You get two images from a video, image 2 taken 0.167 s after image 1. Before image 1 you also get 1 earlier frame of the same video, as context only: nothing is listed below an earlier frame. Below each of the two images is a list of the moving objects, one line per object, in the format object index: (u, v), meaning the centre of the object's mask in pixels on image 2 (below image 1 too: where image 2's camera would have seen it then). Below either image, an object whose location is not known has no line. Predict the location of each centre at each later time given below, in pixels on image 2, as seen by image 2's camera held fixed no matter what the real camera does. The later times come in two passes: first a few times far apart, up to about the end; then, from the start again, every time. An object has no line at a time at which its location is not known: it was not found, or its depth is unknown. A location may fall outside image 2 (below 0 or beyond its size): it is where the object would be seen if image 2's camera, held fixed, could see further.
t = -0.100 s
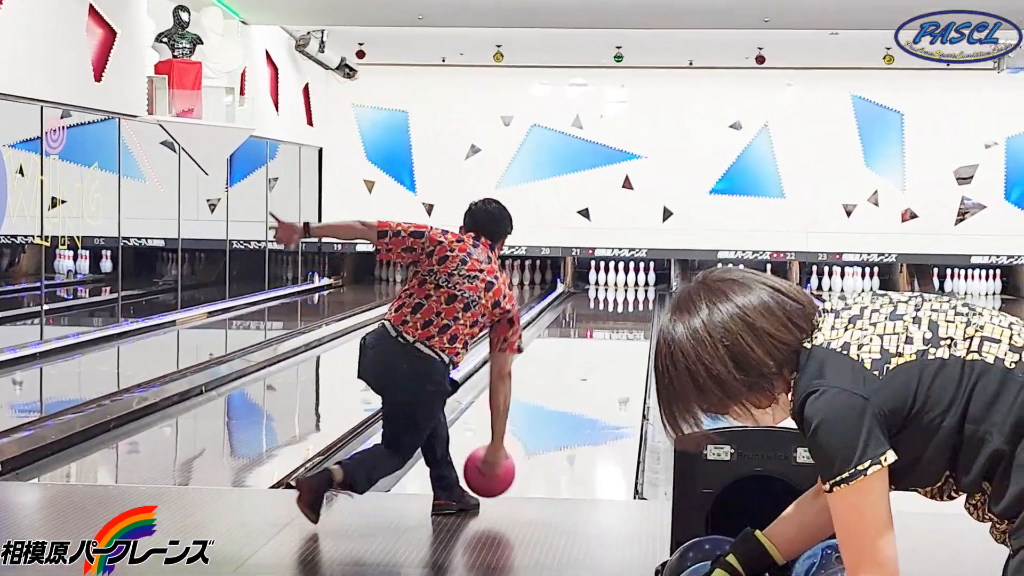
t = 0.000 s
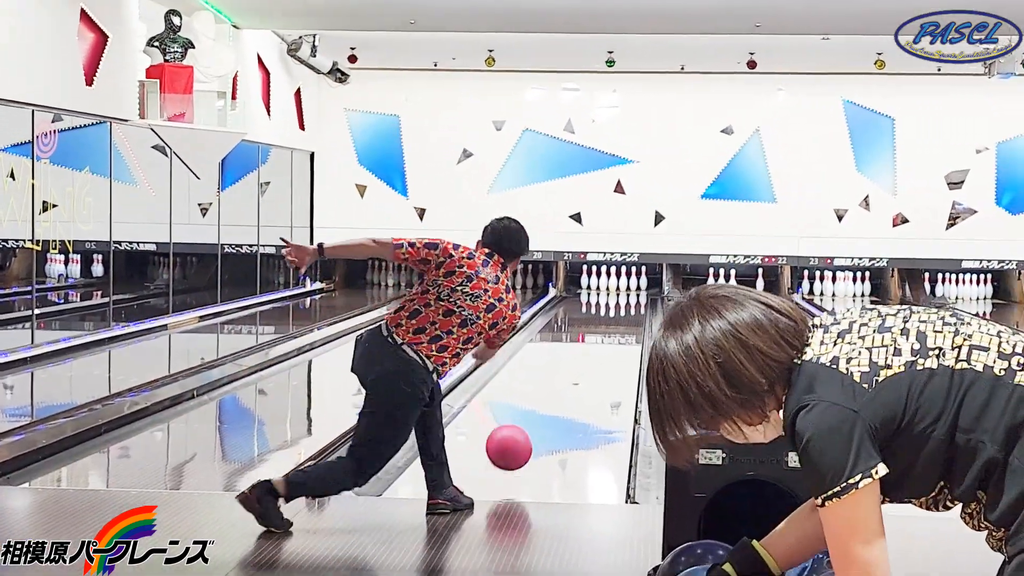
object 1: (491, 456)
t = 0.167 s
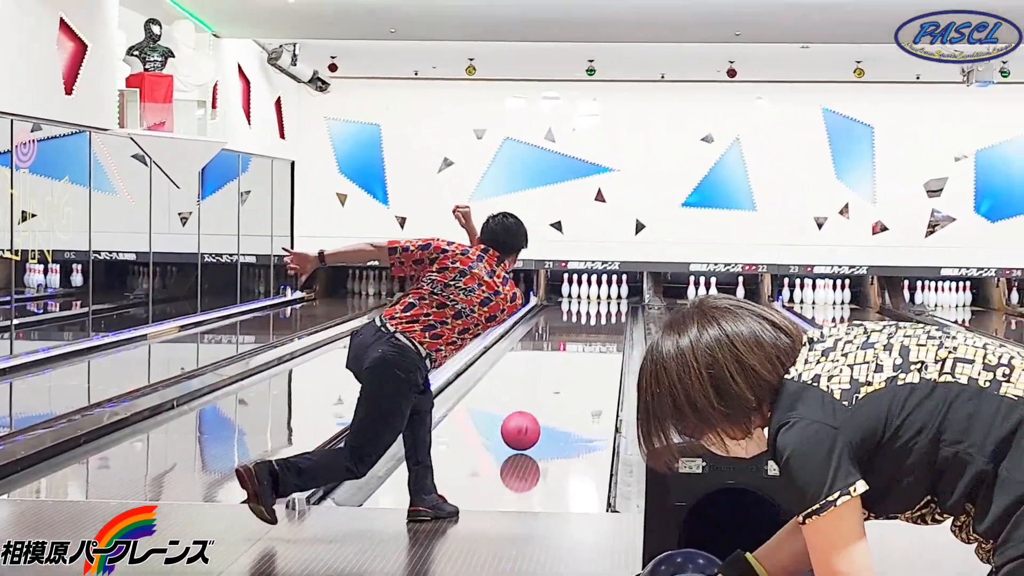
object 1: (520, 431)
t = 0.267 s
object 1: (534, 414)
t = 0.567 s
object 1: (565, 376)
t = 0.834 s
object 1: (582, 352)
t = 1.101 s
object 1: (594, 335)
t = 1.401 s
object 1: (603, 321)
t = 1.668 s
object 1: (606, 310)
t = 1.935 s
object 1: (606, 302)
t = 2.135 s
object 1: (603, 297)
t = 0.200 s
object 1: (526, 424)
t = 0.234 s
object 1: (530, 420)
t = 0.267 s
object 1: (534, 414)
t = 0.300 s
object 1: (539, 409)
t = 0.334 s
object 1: (543, 404)
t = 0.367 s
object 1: (546, 400)
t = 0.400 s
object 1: (550, 395)
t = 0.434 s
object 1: (553, 391)
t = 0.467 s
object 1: (557, 387)
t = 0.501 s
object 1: (560, 383)
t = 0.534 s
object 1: (562, 380)
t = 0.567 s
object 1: (565, 376)
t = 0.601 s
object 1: (567, 373)
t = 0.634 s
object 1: (570, 370)
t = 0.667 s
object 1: (572, 367)
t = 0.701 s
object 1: (574, 364)
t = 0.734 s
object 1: (577, 361)
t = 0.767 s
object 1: (579, 358)
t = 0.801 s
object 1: (581, 355)
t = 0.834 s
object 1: (582, 352)
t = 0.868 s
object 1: (584, 350)
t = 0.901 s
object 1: (586, 347)
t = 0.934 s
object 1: (588, 345)
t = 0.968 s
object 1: (589, 342)
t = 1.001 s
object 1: (591, 340)
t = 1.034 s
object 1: (592, 339)
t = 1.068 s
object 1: (593, 337)
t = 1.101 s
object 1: (594, 335)
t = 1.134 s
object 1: (596, 333)
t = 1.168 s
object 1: (596, 331)
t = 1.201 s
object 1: (598, 330)
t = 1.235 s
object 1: (598, 328)
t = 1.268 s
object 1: (599, 326)
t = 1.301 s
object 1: (600, 325)
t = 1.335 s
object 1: (601, 323)
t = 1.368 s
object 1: (602, 322)
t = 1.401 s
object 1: (603, 321)
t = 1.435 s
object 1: (604, 319)
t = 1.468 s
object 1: (604, 318)
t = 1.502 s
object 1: (604, 316)
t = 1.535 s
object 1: (605, 315)
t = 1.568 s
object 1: (605, 314)
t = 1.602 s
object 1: (605, 313)
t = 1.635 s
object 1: (606, 312)
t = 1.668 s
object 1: (606, 310)
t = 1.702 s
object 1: (606, 309)
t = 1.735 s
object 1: (607, 307)
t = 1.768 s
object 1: (606, 307)
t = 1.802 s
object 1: (606, 305)
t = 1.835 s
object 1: (606, 305)
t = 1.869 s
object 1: (606, 304)
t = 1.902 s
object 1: (606, 303)
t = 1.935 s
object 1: (606, 302)
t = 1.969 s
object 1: (606, 301)
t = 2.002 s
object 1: (605, 300)
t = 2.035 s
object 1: (605, 299)
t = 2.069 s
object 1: (604, 298)
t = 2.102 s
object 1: (604, 298)
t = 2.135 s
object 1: (603, 297)
